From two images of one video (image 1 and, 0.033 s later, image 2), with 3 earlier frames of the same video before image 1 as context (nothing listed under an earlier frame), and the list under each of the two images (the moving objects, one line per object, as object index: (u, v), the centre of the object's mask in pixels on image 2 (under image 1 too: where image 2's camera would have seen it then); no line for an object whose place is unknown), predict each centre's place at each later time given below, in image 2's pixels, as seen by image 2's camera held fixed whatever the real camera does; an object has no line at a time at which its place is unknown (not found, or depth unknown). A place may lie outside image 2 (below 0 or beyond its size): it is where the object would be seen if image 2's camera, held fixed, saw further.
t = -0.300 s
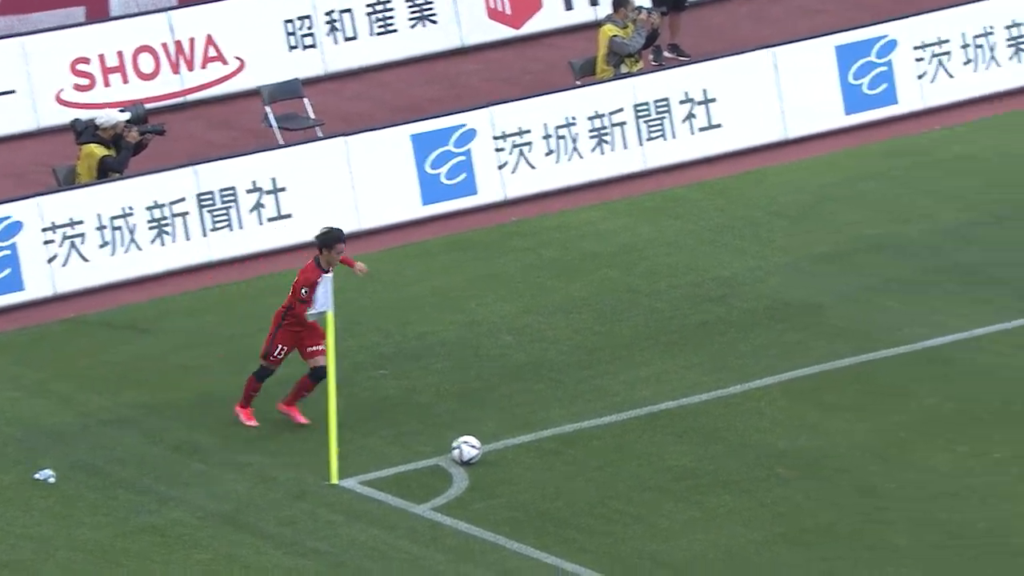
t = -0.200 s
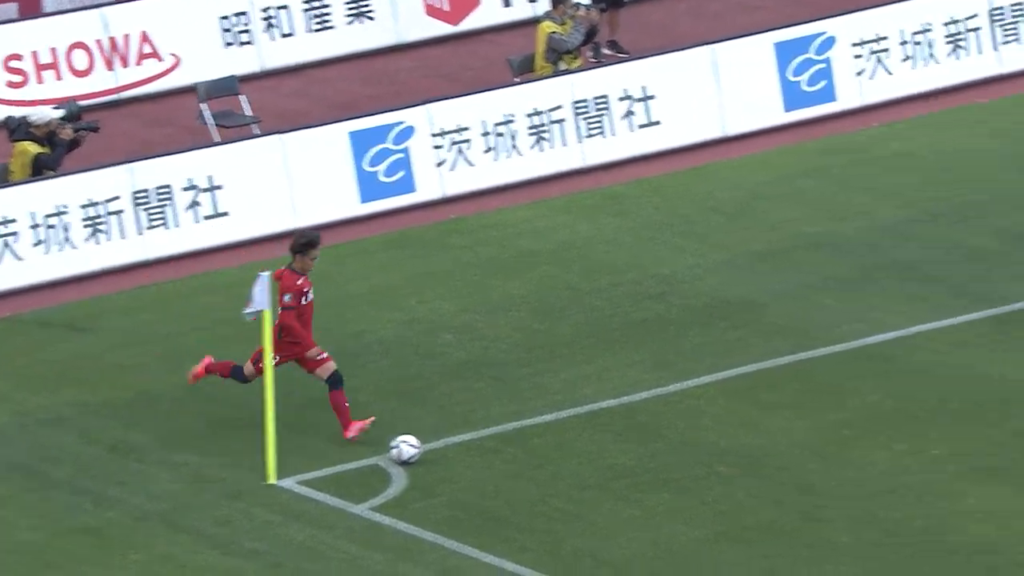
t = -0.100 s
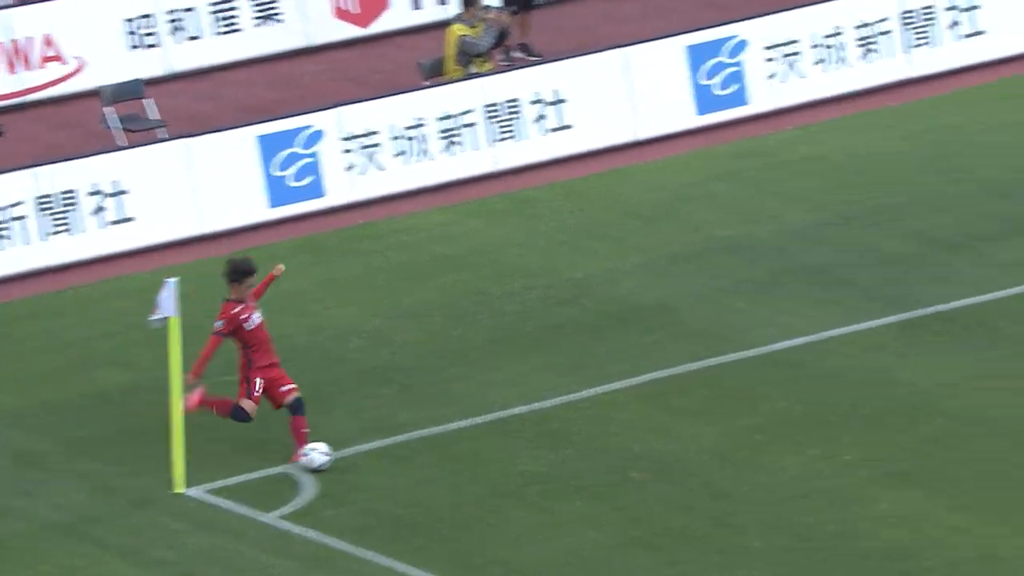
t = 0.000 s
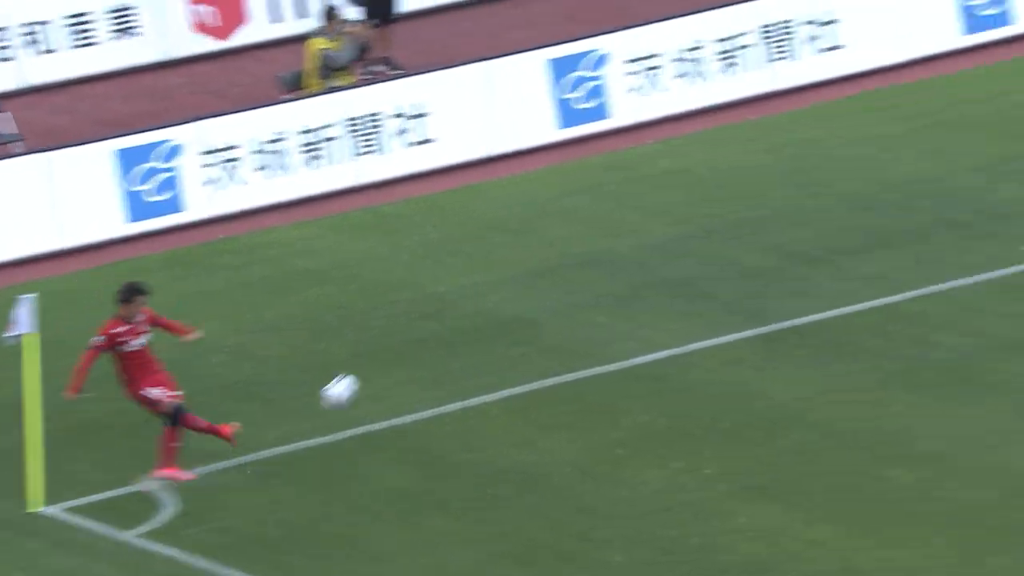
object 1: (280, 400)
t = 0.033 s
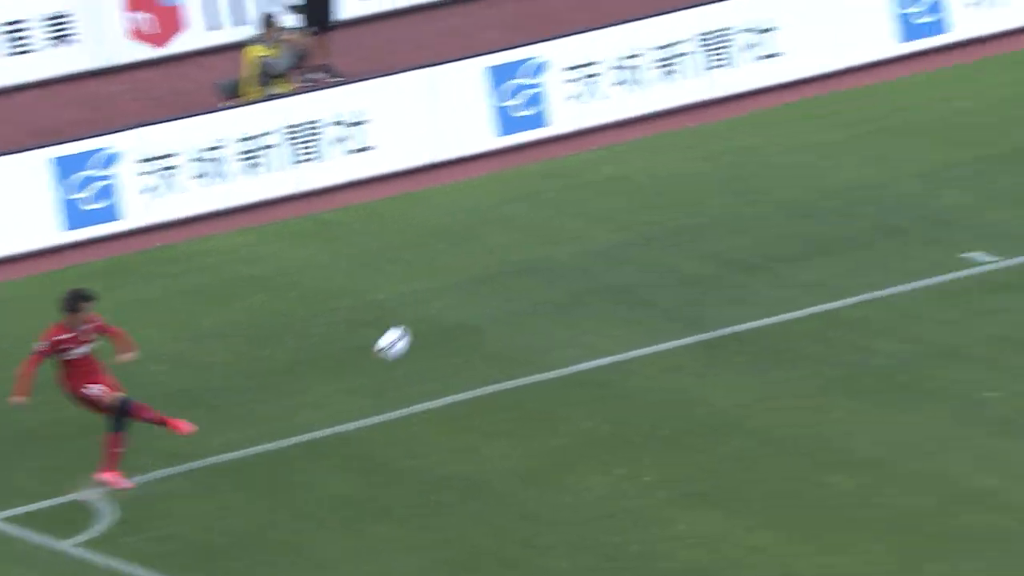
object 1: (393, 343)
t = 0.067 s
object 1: (504, 289)
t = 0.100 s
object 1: (612, 235)
